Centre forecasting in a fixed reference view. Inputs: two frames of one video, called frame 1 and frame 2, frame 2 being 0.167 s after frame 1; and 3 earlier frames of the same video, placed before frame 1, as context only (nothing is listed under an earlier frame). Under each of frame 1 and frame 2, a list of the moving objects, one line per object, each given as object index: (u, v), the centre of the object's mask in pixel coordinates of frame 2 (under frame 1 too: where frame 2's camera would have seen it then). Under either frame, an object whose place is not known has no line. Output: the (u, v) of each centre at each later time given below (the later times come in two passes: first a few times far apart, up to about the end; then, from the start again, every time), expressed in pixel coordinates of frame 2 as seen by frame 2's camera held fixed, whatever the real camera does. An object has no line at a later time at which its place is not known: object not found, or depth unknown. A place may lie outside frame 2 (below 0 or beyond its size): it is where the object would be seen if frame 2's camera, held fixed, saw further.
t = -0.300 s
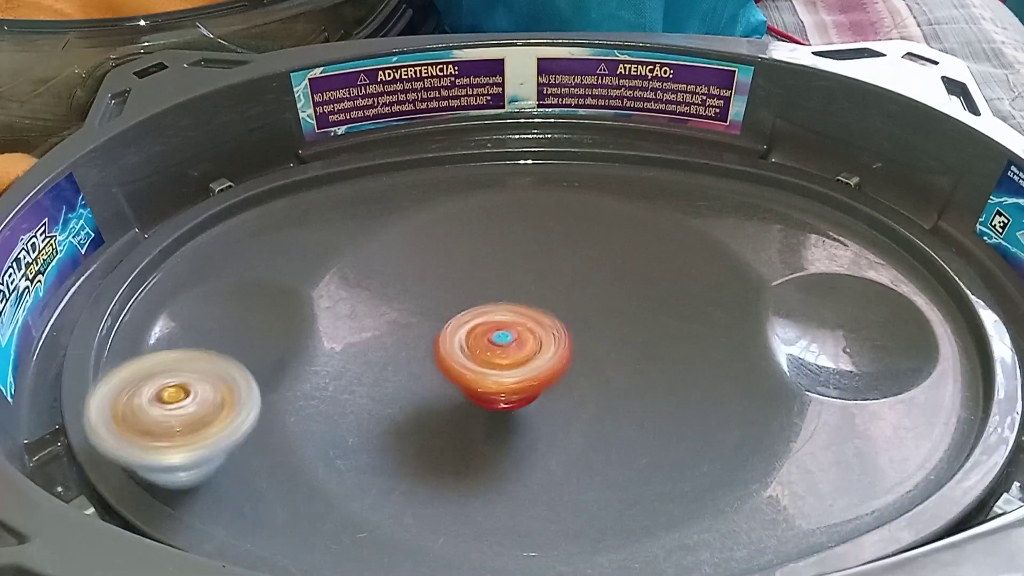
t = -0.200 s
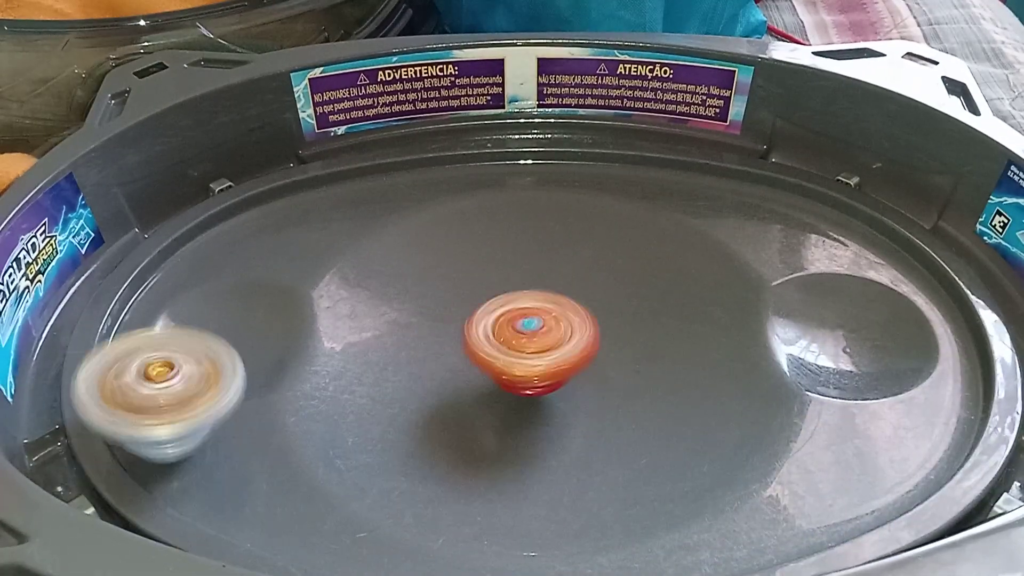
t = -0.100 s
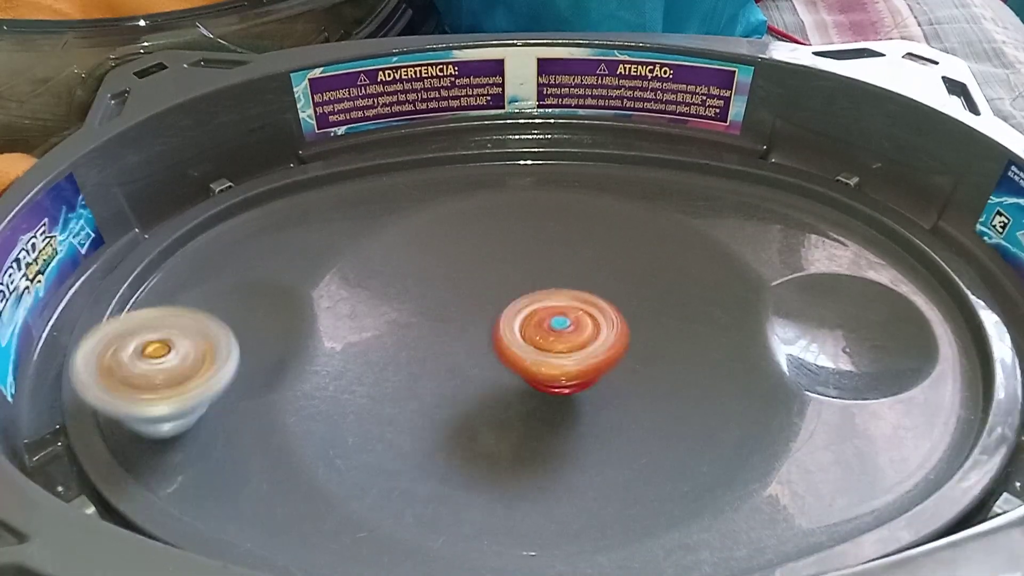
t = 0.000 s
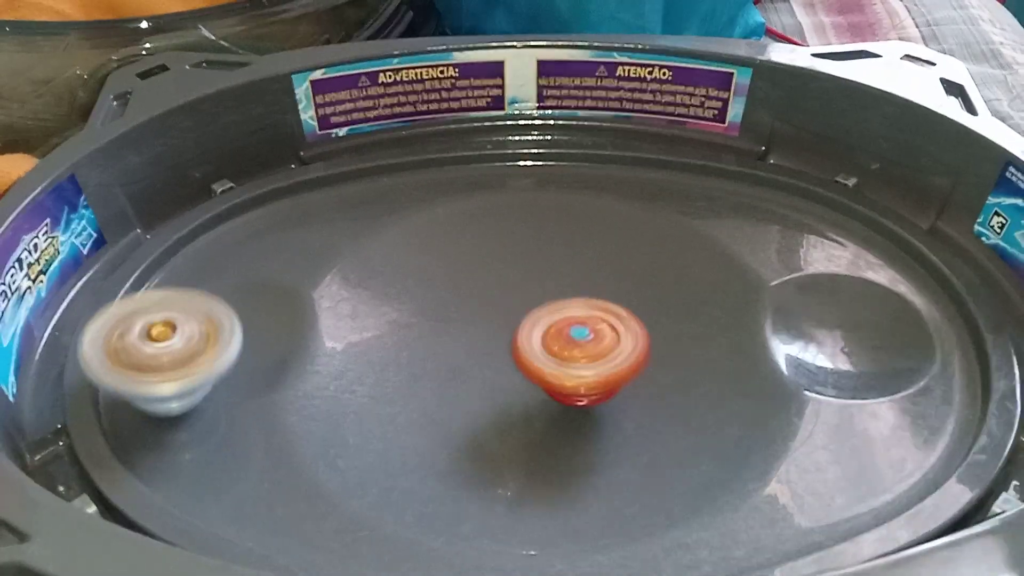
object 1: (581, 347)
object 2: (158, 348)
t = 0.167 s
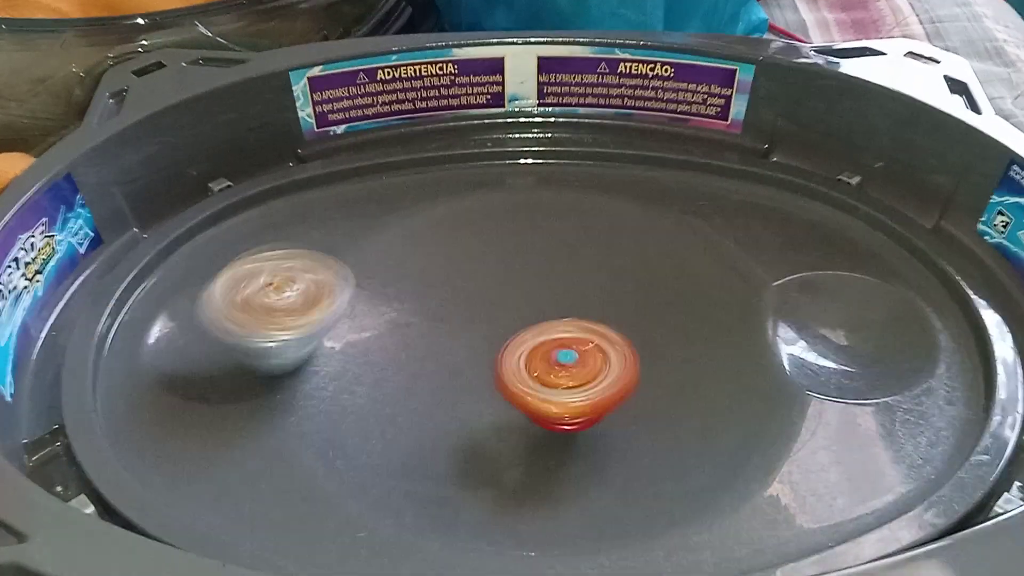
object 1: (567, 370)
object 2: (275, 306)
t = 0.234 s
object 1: (545, 373)
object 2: (301, 261)
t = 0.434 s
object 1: (499, 344)
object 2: (240, 275)
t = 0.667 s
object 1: (529, 320)
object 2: (308, 332)
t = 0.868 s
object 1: (612, 330)
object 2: (493, 431)
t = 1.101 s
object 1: (641, 346)
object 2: (647, 450)
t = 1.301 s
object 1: (583, 323)
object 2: (632, 420)
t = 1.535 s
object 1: (514, 273)
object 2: (485, 386)
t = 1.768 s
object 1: (489, 279)
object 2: (384, 364)
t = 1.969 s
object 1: (513, 310)
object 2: (393, 388)
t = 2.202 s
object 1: (644, 324)
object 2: (460, 404)
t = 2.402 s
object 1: (705, 347)
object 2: (509, 377)
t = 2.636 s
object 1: (629, 391)
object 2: (488, 300)
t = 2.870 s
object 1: (514, 373)
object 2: (447, 282)
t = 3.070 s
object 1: (526, 391)
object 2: (422, 270)
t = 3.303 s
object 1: (567, 400)
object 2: (487, 317)
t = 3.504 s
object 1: (602, 411)
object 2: (554, 305)
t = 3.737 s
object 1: (571, 398)
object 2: (587, 297)
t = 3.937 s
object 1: (505, 390)
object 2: (579, 302)
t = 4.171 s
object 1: (383, 378)
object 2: (589, 298)
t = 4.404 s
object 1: (407, 346)
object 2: (563, 341)
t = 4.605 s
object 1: (420, 305)
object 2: (589, 404)
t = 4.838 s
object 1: (511, 312)
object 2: (564, 418)
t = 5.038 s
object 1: (585, 275)
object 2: (512, 405)
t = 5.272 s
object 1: (606, 287)
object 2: (475, 347)
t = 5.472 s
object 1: (616, 345)
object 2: (463, 305)
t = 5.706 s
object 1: (587, 404)
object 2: (504, 316)
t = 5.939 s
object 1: (538, 456)
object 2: (566, 327)
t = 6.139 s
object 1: (496, 426)
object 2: (577, 343)
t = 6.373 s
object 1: (418, 379)
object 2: (577, 342)
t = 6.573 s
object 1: (395, 346)
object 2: (564, 343)
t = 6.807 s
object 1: (412, 332)
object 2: (576, 353)
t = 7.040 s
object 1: (452, 333)
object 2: (604, 373)
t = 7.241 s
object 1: (449, 325)
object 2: (579, 395)
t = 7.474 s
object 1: (464, 329)
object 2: (584, 405)
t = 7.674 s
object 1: (480, 321)
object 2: (582, 368)
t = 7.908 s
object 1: (494, 323)
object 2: (595, 359)
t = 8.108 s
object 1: (492, 370)
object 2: (588, 353)
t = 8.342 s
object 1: (517, 427)
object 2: (587, 353)
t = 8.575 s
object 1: (523, 410)
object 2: (549, 353)
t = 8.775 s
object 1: (558, 397)
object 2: (506, 338)
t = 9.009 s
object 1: (542, 396)
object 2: (499, 334)
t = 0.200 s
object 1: (556, 372)
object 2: (293, 280)
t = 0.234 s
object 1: (545, 373)
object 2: (301, 261)
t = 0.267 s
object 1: (533, 371)
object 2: (302, 250)
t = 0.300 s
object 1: (521, 367)
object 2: (299, 248)
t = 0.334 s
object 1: (512, 363)
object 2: (291, 249)
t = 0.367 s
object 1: (505, 357)
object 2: (280, 254)
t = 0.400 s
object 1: (501, 351)
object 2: (262, 265)
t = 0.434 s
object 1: (499, 344)
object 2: (240, 275)
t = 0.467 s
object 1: (499, 338)
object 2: (219, 286)
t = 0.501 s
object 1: (500, 332)
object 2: (207, 300)
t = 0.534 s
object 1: (503, 328)
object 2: (206, 314)
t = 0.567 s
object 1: (508, 325)
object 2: (220, 326)
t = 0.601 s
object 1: (514, 322)
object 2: (242, 331)
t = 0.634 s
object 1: (521, 319)
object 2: (271, 327)
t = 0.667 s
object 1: (529, 320)
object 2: (308, 332)
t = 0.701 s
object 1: (537, 322)
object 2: (347, 345)
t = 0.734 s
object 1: (544, 326)
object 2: (393, 358)
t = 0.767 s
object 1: (554, 330)
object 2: (434, 375)
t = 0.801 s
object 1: (576, 327)
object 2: (452, 396)
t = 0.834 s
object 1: (597, 326)
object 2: (470, 416)
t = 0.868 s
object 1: (612, 330)
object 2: (493, 431)
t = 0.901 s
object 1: (624, 335)
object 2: (520, 442)
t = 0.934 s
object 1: (633, 341)
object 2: (550, 447)
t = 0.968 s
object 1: (639, 348)
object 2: (580, 448)
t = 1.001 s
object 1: (642, 349)
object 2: (602, 448)
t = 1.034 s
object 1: (645, 347)
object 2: (619, 453)
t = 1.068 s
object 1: (644, 346)
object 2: (635, 453)
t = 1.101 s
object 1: (641, 346)
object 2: (647, 450)
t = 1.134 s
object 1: (636, 345)
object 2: (656, 444)
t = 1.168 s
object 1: (626, 342)
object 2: (659, 442)
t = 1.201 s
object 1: (615, 339)
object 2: (658, 439)
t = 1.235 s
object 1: (605, 334)
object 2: (653, 433)
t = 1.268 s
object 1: (595, 330)
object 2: (644, 427)
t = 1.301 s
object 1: (583, 323)
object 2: (632, 420)
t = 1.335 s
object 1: (570, 316)
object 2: (618, 416)
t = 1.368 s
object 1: (559, 309)
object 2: (600, 410)
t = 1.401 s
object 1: (548, 302)
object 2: (579, 404)
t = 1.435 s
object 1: (539, 295)
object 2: (556, 399)
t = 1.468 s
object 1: (529, 287)
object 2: (533, 395)
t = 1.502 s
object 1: (521, 279)
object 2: (509, 390)
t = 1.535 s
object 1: (514, 273)
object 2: (485, 386)
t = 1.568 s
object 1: (508, 268)
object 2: (464, 381)
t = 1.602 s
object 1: (503, 264)
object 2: (443, 377)
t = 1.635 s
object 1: (500, 263)
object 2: (426, 374)
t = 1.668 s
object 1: (496, 263)
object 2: (411, 370)
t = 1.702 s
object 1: (494, 266)
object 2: (399, 368)
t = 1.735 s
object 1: (491, 272)
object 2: (390, 366)
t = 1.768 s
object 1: (489, 279)
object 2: (384, 364)
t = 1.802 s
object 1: (486, 289)
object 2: (384, 363)
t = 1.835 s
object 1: (484, 298)
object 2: (384, 364)
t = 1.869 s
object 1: (489, 302)
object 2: (382, 369)
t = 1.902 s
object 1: (492, 309)
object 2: (388, 373)
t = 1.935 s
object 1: (499, 310)
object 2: (391, 379)
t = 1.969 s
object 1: (513, 310)
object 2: (393, 388)
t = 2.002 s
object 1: (528, 314)
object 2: (402, 395)
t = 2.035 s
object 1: (543, 318)
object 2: (416, 400)
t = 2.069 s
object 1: (557, 325)
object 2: (434, 403)
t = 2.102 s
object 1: (569, 333)
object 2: (455, 402)
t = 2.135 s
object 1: (592, 332)
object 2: (461, 403)
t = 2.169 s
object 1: (619, 326)
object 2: (457, 404)
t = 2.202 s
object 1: (644, 324)
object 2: (460, 404)
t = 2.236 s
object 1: (667, 323)
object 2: (468, 403)
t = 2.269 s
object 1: (686, 325)
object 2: (477, 401)
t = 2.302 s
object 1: (699, 328)
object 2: (486, 397)
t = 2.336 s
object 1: (704, 332)
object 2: (494, 392)
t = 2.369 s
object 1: (706, 339)
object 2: (502, 385)
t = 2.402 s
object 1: (705, 347)
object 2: (509, 377)
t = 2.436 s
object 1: (698, 355)
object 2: (515, 368)
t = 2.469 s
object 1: (685, 365)
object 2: (518, 360)
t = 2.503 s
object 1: (666, 369)
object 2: (522, 351)
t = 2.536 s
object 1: (655, 373)
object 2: (520, 339)
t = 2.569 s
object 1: (652, 379)
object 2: (508, 324)
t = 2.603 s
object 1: (645, 385)
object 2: (499, 311)
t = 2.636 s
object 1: (629, 391)
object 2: (488, 300)
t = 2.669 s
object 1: (612, 393)
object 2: (479, 292)
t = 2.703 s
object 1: (596, 394)
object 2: (471, 285)
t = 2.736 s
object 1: (576, 392)
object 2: (464, 281)
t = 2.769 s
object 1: (556, 388)
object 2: (458, 279)
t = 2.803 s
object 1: (537, 382)
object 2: (452, 279)
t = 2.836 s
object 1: (521, 375)
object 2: (449, 281)
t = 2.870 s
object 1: (514, 373)
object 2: (447, 282)
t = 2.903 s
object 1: (511, 373)
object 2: (441, 278)
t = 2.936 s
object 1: (503, 370)
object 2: (438, 279)
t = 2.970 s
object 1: (502, 370)
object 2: (435, 280)
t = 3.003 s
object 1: (513, 378)
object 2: (428, 272)
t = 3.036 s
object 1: (520, 385)
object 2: (424, 269)
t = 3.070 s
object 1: (526, 391)
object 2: (422, 270)
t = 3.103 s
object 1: (532, 395)
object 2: (422, 274)
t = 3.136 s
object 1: (536, 398)
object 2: (425, 279)
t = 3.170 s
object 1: (542, 401)
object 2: (431, 288)
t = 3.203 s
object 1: (547, 401)
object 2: (441, 296)
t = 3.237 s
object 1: (551, 401)
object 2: (453, 305)
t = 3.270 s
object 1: (556, 399)
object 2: (471, 314)
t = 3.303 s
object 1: (567, 400)
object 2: (487, 317)
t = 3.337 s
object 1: (579, 405)
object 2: (501, 314)
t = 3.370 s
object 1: (590, 410)
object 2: (513, 311)
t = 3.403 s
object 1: (595, 413)
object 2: (524, 308)
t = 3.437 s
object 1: (599, 413)
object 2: (535, 306)
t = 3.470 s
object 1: (602, 413)
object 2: (545, 305)
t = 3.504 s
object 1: (602, 411)
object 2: (554, 305)
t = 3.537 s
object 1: (600, 407)
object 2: (562, 304)
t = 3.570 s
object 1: (597, 402)
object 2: (570, 304)
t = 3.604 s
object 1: (595, 401)
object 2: (577, 302)
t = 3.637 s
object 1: (591, 399)
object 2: (583, 299)
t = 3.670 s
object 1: (586, 400)
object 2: (587, 296)
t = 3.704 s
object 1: (578, 400)
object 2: (587, 297)
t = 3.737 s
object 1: (571, 398)
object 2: (587, 297)
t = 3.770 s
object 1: (561, 398)
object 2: (586, 297)
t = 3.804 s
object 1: (553, 397)
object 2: (586, 296)
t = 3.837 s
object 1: (541, 397)
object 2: (586, 297)
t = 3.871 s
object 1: (528, 394)
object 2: (584, 299)
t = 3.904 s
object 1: (517, 391)
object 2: (580, 301)
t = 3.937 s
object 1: (505, 390)
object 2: (579, 302)
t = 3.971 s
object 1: (496, 386)
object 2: (578, 304)
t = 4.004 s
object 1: (484, 382)
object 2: (574, 307)
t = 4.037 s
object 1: (464, 386)
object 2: (580, 304)
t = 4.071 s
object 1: (440, 387)
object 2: (586, 300)
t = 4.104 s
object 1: (417, 385)
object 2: (587, 299)
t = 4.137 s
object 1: (398, 382)
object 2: (589, 298)
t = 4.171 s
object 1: (383, 378)
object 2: (589, 298)
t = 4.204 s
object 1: (376, 374)
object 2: (587, 301)
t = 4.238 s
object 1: (370, 368)
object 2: (585, 304)
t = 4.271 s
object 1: (370, 361)
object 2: (583, 309)
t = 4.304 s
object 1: (373, 357)
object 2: (579, 316)
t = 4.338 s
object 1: (382, 352)
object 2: (575, 323)
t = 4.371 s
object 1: (393, 349)
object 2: (569, 331)
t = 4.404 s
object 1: (407, 346)
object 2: (563, 341)
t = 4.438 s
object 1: (420, 340)
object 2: (561, 351)
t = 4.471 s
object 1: (413, 334)
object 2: (575, 365)
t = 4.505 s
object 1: (407, 324)
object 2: (582, 375)
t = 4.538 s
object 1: (411, 316)
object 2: (584, 387)
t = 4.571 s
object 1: (414, 309)
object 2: (589, 396)
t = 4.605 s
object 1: (420, 305)
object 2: (589, 404)
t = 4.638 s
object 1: (429, 299)
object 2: (591, 411)
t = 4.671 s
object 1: (439, 300)
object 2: (589, 416)
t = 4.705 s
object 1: (451, 299)
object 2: (587, 419)
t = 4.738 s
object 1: (464, 301)
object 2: (584, 420)
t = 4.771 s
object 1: (477, 303)
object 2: (579, 422)
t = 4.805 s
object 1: (495, 308)
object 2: (573, 420)
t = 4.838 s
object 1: (511, 312)
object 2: (564, 418)
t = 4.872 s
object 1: (529, 316)
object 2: (557, 414)
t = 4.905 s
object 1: (542, 314)
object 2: (544, 413)
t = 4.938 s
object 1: (552, 304)
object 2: (535, 414)
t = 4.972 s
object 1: (564, 294)
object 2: (528, 413)
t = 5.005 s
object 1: (576, 284)
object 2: (521, 409)
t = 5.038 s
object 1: (585, 275)
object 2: (512, 405)
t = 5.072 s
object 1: (595, 270)
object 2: (505, 399)
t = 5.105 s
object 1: (601, 266)
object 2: (496, 392)
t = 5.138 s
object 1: (605, 265)
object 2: (491, 384)
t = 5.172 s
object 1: (608, 267)
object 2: (485, 375)
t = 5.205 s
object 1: (610, 271)
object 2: (480, 367)
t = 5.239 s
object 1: (609, 277)
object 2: (478, 357)
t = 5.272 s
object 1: (606, 287)
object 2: (475, 347)
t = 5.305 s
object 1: (601, 296)
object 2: (474, 338)
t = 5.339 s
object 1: (598, 306)
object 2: (471, 330)
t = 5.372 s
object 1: (598, 313)
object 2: (466, 322)
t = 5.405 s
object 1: (604, 325)
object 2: (463, 315)
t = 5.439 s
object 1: (609, 334)
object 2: (464, 309)
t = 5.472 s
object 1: (616, 345)
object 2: (463, 305)
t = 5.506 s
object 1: (617, 353)
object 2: (466, 303)
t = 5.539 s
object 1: (618, 368)
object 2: (468, 302)
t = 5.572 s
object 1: (619, 373)
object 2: (473, 302)
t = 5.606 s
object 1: (611, 381)
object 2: (478, 304)
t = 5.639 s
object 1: (607, 394)
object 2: (486, 307)
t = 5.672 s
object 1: (597, 399)
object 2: (493, 311)
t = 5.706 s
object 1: (587, 404)
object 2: (504, 316)
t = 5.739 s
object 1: (575, 409)
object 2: (511, 319)
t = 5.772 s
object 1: (569, 417)
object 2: (523, 320)
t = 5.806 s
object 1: (564, 426)
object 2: (534, 325)
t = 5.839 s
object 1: (558, 433)
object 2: (548, 325)
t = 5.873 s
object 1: (549, 446)
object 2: (555, 326)
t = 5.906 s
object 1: (545, 454)
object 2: (561, 326)
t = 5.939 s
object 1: (538, 456)
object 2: (566, 327)
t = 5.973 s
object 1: (526, 457)
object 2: (571, 327)
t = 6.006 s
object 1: (518, 456)
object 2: (572, 330)
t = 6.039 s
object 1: (514, 452)
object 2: (576, 333)
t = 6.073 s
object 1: (508, 445)
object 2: (576, 337)
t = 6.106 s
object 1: (499, 437)
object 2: (576, 341)
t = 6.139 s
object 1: (496, 426)
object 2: (577, 343)
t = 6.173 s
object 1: (487, 419)
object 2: (581, 345)
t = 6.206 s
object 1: (478, 419)
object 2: (584, 345)
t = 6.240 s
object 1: (462, 403)
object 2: (583, 344)
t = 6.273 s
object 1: (445, 400)
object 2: (581, 343)
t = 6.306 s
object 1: (435, 395)
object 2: (580, 342)
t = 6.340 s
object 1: (426, 387)
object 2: (580, 341)
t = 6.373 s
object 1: (418, 379)
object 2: (577, 342)
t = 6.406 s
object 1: (414, 374)
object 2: (573, 342)
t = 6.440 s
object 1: (412, 367)
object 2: (568, 342)
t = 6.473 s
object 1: (414, 355)
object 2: (561, 342)
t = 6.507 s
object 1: (416, 352)
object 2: (556, 343)
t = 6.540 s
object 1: (412, 346)
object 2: (555, 344)
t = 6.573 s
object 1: (395, 346)
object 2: (564, 343)
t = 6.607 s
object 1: (394, 341)
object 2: (564, 346)
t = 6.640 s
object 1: (394, 333)
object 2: (565, 345)
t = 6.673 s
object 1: (394, 325)
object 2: (574, 345)
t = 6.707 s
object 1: (394, 327)
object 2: (578, 347)
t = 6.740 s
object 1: (397, 325)
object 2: (576, 350)
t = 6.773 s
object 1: (402, 328)
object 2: (575, 351)
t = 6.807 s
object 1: (412, 332)
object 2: (576, 353)
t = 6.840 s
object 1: (429, 335)
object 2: (574, 355)
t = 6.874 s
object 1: (440, 338)
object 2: (577, 356)
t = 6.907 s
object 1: (445, 337)
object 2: (583, 361)
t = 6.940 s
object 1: (454, 337)
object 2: (584, 362)
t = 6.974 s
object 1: (464, 338)
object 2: (588, 366)
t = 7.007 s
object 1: (467, 335)
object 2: (598, 369)
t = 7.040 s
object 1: (452, 333)
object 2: (604, 373)
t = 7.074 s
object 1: (449, 331)
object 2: (605, 380)
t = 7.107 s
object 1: (450, 330)
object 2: (600, 386)
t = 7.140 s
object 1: (453, 326)
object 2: (596, 393)
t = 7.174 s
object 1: (453, 321)
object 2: (592, 397)
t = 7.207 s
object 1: (448, 322)
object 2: (586, 397)
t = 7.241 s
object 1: (449, 325)
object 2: (579, 395)
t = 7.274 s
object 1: (450, 330)
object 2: (569, 391)
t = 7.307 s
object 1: (438, 328)
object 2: (579, 399)
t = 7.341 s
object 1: (436, 328)
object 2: (576, 406)
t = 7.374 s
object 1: (440, 335)
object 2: (575, 404)
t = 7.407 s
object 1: (449, 336)
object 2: (576, 407)
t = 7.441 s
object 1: (458, 329)
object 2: (581, 408)
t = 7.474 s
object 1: (464, 329)
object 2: (584, 405)
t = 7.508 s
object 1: (466, 324)
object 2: (582, 400)
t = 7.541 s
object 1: (473, 326)
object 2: (582, 396)
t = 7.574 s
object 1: (474, 325)
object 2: (578, 387)
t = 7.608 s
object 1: (479, 326)
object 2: (576, 379)
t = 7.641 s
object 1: (481, 326)
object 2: (574, 372)
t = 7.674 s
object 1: (480, 321)
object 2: (582, 368)
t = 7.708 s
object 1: (482, 317)
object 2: (590, 366)
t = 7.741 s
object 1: (482, 316)
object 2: (592, 364)
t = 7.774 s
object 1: (483, 316)
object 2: (594, 362)
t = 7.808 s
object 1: (485, 317)
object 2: (592, 360)
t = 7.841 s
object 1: (490, 320)
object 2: (592, 357)
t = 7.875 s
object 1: (496, 321)
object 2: (593, 357)
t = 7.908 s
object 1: (494, 323)
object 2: (595, 359)
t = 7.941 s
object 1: (498, 325)
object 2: (599, 360)
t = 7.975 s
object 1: (496, 332)
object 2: (597, 359)
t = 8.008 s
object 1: (496, 339)
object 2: (594, 358)
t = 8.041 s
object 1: (493, 348)
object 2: (596, 358)
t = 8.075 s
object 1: (491, 359)
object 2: (591, 356)
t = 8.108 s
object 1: (492, 370)
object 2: (588, 353)
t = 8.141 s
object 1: (497, 381)
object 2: (589, 352)
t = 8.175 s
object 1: (497, 392)
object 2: (591, 351)
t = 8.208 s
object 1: (501, 401)
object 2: (596, 348)
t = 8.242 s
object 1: (506, 410)
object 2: (600, 348)
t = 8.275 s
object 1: (511, 417)
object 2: (598, 350)
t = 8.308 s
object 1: (515, 423)
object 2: (592, 351)
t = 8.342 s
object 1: (517, 427)
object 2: (587, 353)
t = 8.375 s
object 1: (527, 423)
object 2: (581, 356)
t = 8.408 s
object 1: (527, 417)
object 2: (580, 361)
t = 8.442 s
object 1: (522, 413)
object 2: (580, 361)
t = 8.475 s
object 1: (517, 410)
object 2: (577, 360)
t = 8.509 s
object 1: (514, 410)
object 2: (572, 359)
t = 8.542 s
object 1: (518, 411)
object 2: (560, 355)
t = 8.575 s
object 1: (523, 410)
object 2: (549, 353)
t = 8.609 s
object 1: (528, 408)
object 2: (543, 351)
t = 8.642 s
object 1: (536, 405)
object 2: (535, 350)
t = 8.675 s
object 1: (541, 403)
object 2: (527, 346)
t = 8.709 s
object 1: (547, 400)
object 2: (518, 342)
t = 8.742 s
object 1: (554, 398)
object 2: (511, 340)
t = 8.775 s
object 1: (558, 397)
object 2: (506, 338)
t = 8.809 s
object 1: (561, 396)
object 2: (501, 338)
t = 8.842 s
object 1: (560, 396)
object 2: (499, 337)
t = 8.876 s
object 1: (557, 395)
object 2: (497, 336)
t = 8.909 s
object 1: (553, 395)
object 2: (497, 335)
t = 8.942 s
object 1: (550, 395)
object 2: (497, 335)
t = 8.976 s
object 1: (545, 396)
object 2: (498, 335)
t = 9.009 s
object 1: (542, 396)
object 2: (499, 334)
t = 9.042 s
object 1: (537, 397)
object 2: (499, 335)
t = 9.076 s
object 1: (531, 399)
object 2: (499, 335)
